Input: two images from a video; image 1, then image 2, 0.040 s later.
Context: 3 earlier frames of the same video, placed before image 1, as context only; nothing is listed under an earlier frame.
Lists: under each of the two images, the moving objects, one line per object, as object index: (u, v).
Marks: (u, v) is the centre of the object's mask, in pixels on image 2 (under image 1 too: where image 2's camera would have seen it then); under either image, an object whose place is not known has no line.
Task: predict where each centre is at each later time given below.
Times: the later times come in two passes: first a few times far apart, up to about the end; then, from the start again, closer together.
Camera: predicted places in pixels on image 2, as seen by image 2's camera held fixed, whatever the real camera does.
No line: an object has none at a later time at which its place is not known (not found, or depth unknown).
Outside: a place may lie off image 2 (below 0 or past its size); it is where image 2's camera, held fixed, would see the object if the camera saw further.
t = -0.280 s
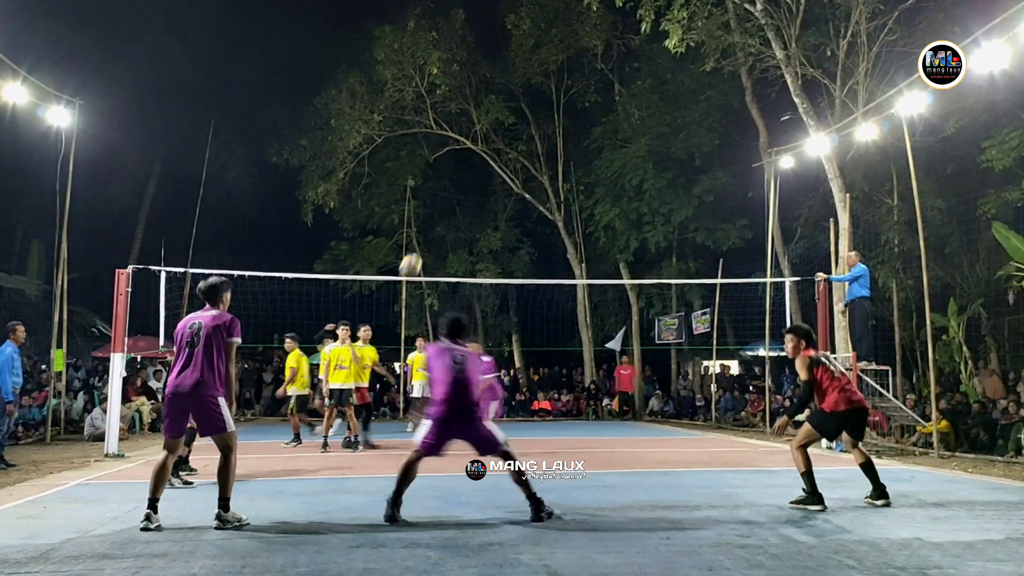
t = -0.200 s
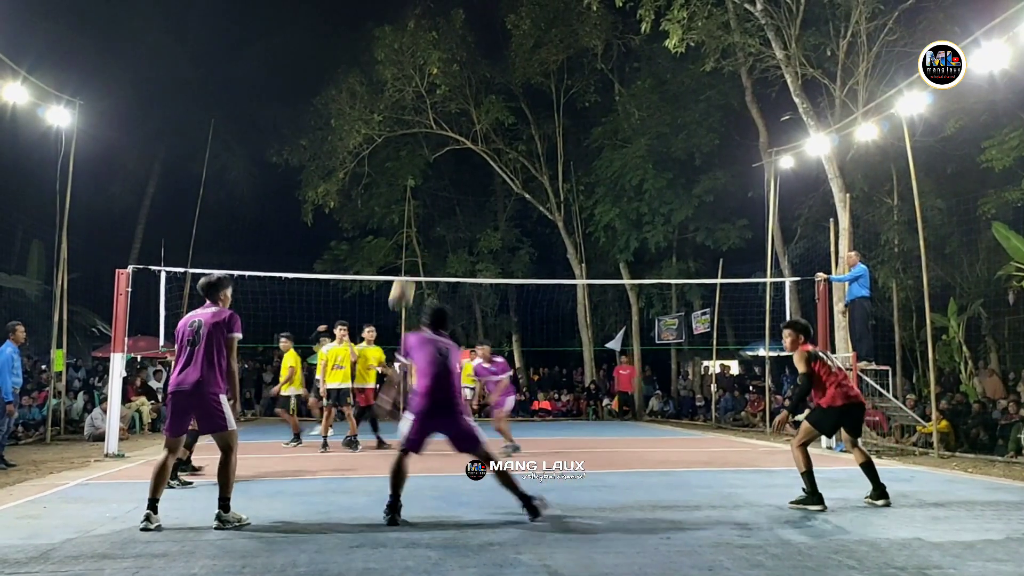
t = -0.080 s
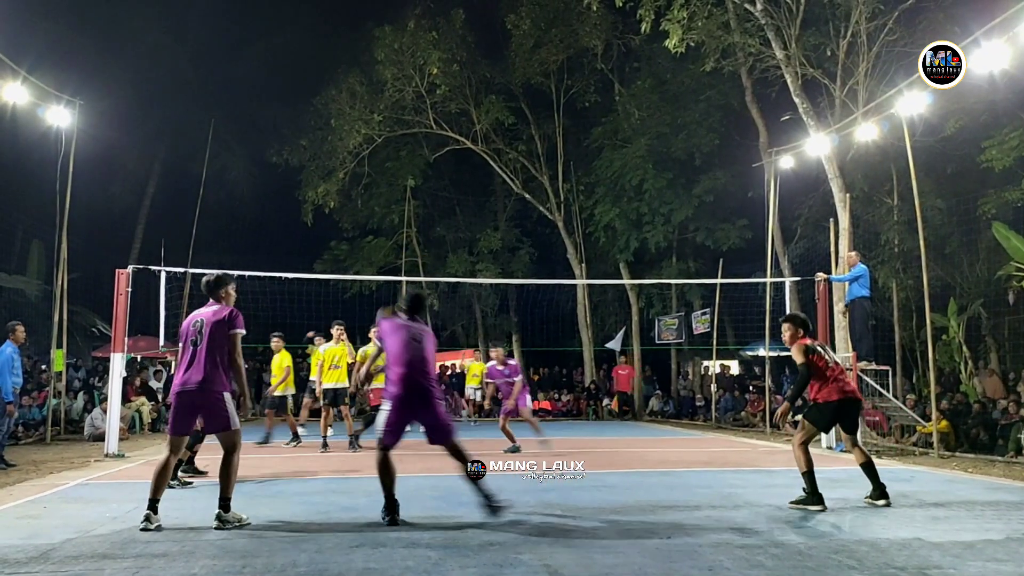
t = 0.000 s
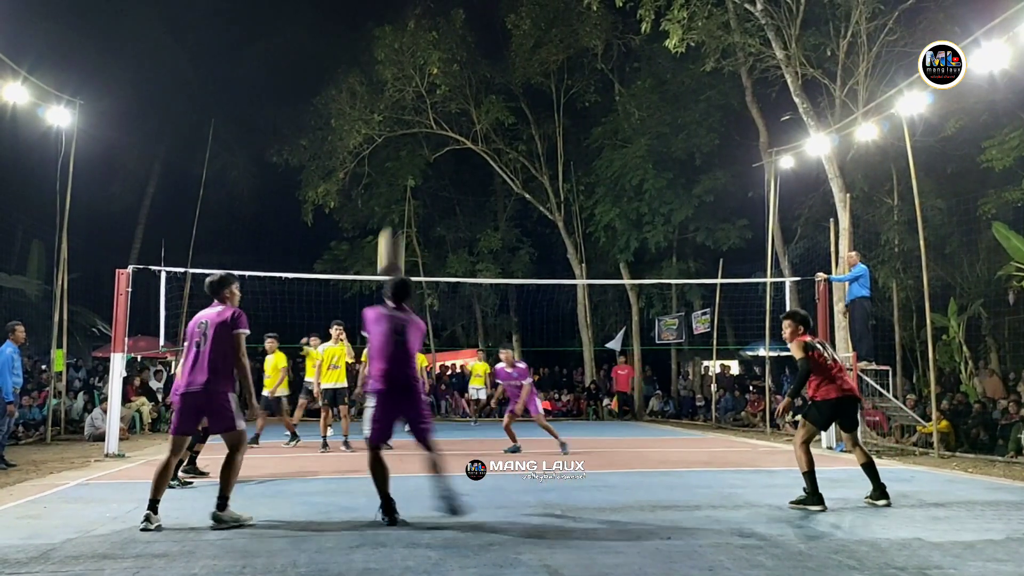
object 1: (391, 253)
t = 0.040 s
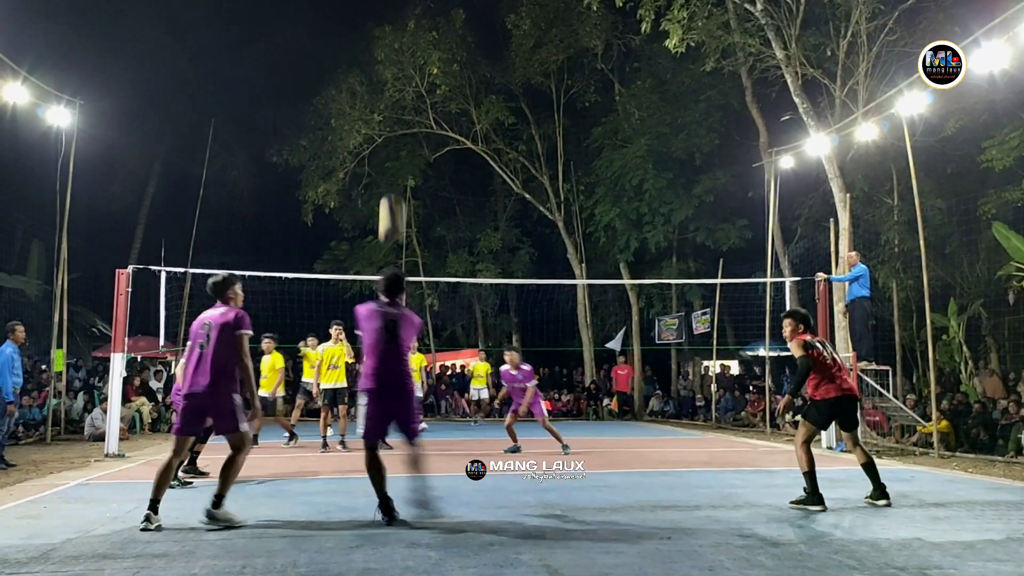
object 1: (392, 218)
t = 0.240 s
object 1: (396, 94)
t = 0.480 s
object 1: (401, 26)
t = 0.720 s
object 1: (405, 18)
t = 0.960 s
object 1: (408, 58)
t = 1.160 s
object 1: (410, 121)
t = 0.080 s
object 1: (393, 187)
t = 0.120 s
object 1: (394, 161)
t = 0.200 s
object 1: (395, 113)
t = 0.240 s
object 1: (396, 94)
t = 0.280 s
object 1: (397, 77)
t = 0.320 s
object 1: (398, 63)
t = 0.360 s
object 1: (399, 50)
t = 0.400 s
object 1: (399, 41)
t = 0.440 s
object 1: (400, 32)
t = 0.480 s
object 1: (401, 26)
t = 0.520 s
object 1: (402, 20)
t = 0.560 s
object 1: (402, 17)
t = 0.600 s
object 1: (403, 15)
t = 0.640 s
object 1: (404, 15)
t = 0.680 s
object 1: (404, 16)
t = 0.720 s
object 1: (405, 18)
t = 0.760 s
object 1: (405, 22)
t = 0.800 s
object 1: (406, 27)
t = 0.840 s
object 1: (406, 33)
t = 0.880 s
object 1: (407, 40)
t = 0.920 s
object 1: (407, 49)
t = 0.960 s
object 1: (408, 58)
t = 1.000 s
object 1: (408, 69)
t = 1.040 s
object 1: (408, 80)
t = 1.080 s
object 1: (409, 93)
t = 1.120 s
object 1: (409, 106)
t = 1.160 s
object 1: (410, 121)
